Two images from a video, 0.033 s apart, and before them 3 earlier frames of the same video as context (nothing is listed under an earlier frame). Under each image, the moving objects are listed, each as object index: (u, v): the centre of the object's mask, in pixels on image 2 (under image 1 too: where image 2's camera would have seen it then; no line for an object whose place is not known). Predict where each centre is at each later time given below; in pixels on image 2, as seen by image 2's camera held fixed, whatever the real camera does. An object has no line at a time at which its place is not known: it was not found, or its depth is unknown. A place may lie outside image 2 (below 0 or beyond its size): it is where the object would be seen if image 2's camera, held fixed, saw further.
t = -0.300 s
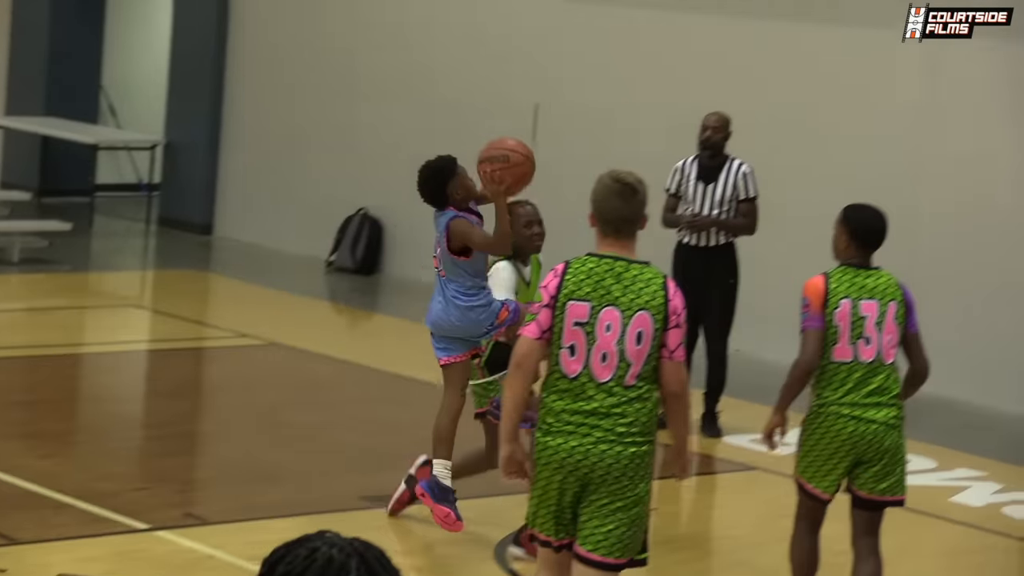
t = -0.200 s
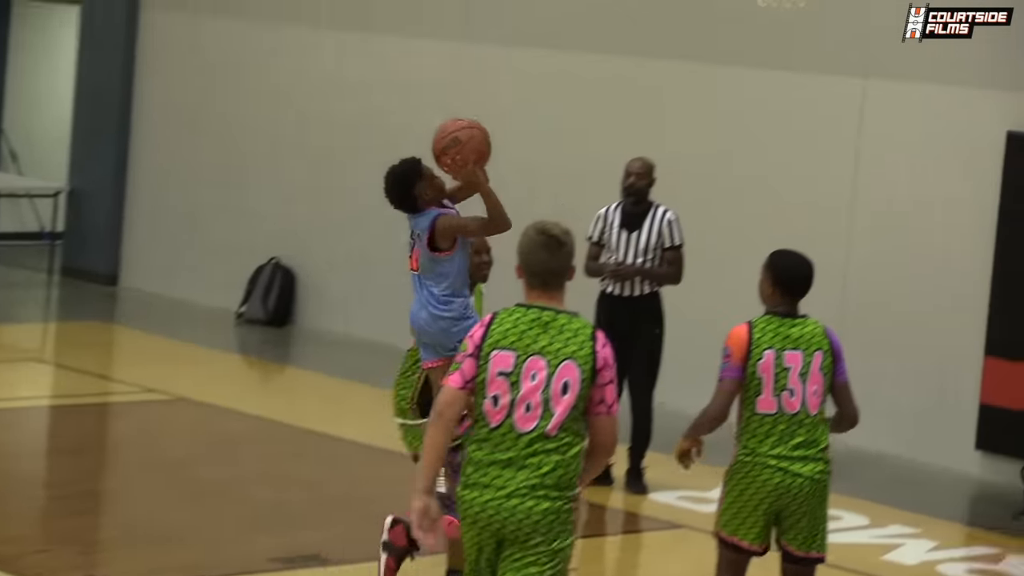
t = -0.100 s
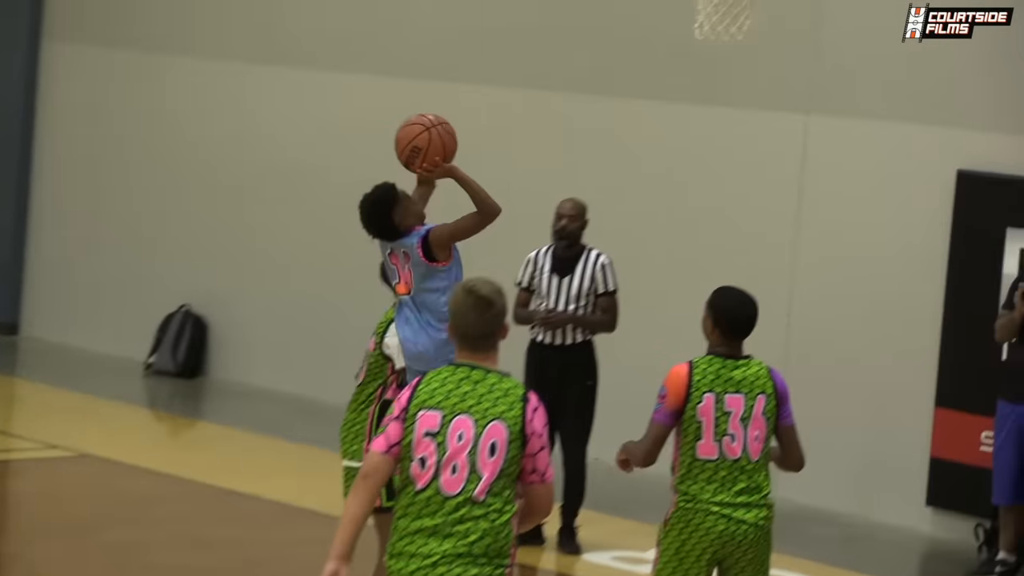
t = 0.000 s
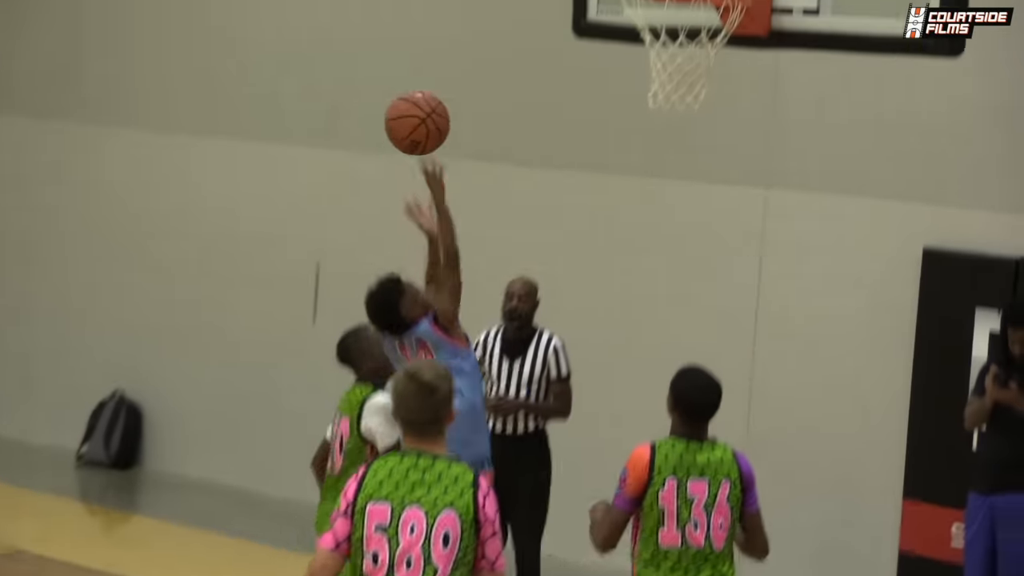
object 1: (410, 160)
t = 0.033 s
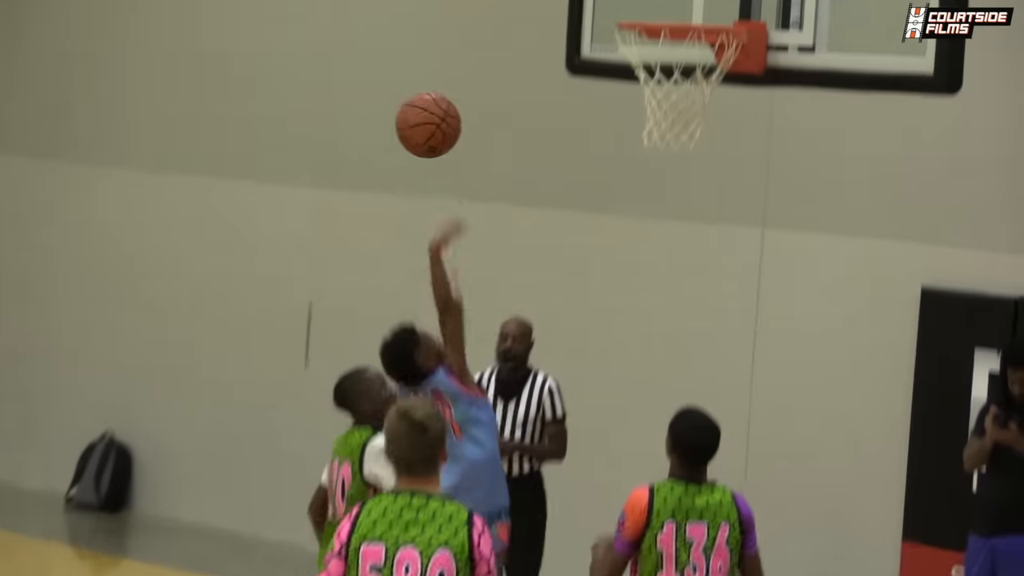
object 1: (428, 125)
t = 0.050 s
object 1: (437, 108)
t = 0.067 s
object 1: (447, 92)
